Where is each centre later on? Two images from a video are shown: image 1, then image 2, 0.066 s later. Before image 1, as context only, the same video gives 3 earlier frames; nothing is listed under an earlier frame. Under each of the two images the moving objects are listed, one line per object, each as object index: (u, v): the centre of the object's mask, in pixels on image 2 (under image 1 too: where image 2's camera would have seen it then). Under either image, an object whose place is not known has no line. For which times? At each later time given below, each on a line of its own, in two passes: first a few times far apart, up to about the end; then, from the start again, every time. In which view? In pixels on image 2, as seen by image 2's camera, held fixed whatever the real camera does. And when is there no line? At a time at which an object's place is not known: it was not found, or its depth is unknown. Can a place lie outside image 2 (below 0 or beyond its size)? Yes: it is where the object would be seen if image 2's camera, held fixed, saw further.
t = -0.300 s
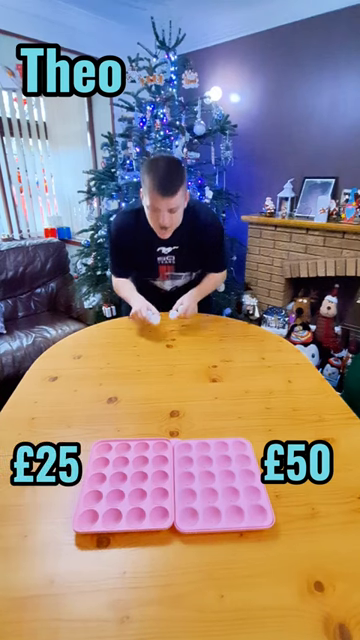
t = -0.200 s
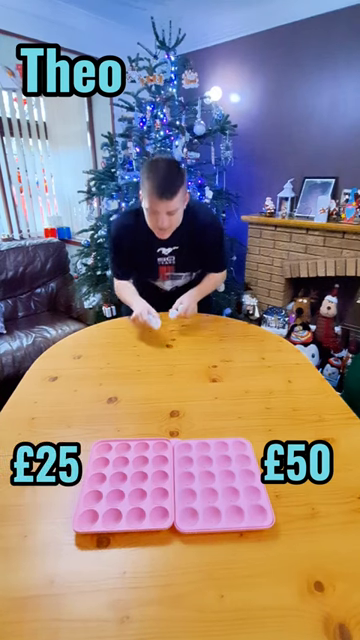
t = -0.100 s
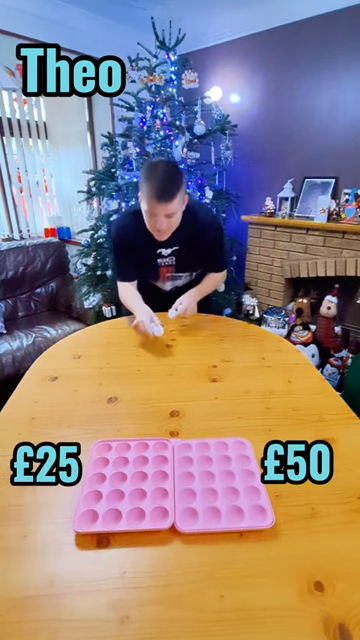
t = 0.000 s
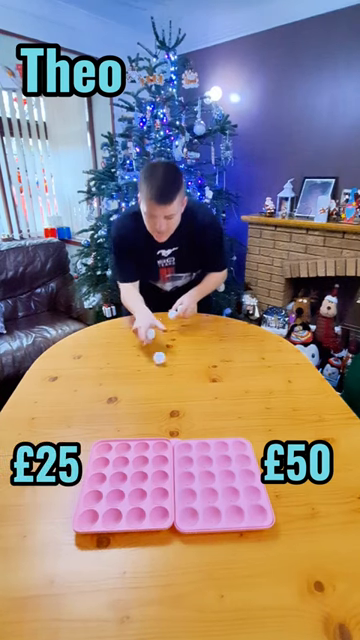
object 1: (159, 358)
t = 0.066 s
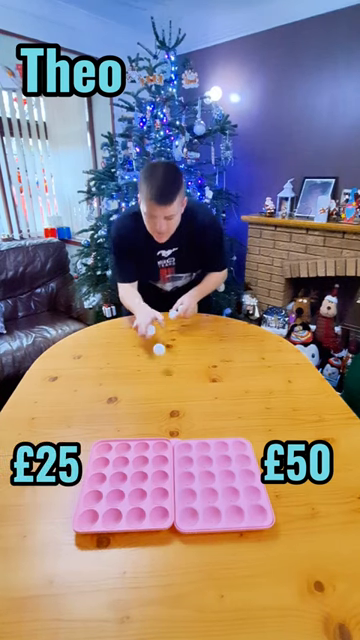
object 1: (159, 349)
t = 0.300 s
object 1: (160, 368)
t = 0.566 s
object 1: (164, 390)
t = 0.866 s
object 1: (168, 430)
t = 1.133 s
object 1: (166, 422)
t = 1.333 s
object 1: (163, 407)
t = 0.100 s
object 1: (159, 349)
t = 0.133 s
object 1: (159, 352)
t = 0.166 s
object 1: (159, 358)
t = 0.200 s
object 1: (160, 366)
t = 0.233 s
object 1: (160, 376)
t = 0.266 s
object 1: (160, 370)
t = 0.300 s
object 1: (160, 368)
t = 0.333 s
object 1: (160, 368)
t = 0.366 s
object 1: (161, 372)
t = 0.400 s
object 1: (161, 379)
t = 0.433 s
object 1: (162, 389)
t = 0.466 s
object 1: (162, 389)
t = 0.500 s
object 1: (162, 386)
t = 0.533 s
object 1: (162, 386)
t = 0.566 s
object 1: (164, 390)
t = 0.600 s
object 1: (164, 396)
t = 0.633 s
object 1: (165, 407)
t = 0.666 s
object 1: (166, 409)
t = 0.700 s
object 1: (166, 407)
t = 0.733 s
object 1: (166, 407)
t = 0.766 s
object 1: (167, 412)
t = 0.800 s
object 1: (168, 419)
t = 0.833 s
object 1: (168, 430)
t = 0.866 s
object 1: (168, 430)
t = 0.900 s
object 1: (168, 429)
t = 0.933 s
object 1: (168, 429)
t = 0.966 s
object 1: (168, 430)
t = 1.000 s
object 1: (168, 431)
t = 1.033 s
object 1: (168, 430)
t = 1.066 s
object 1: (167, 427)
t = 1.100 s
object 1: (167, 424)
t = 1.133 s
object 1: (166, 422)
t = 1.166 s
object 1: (165, 420)
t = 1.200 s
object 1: (165, 417)
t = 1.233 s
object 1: (164, 414)
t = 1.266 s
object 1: (164, 412)
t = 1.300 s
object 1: (164, 410)
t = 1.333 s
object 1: (163, 407)
